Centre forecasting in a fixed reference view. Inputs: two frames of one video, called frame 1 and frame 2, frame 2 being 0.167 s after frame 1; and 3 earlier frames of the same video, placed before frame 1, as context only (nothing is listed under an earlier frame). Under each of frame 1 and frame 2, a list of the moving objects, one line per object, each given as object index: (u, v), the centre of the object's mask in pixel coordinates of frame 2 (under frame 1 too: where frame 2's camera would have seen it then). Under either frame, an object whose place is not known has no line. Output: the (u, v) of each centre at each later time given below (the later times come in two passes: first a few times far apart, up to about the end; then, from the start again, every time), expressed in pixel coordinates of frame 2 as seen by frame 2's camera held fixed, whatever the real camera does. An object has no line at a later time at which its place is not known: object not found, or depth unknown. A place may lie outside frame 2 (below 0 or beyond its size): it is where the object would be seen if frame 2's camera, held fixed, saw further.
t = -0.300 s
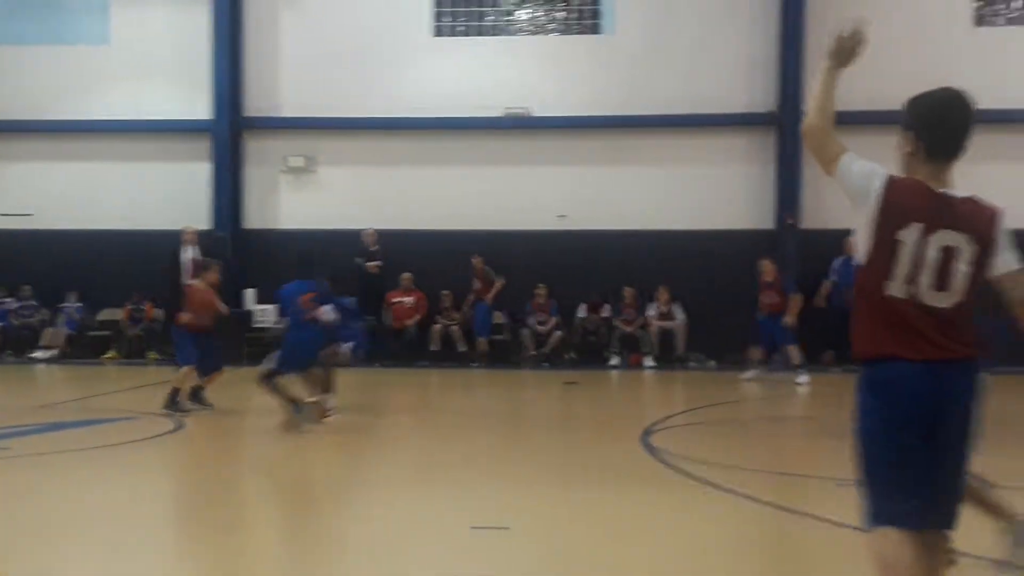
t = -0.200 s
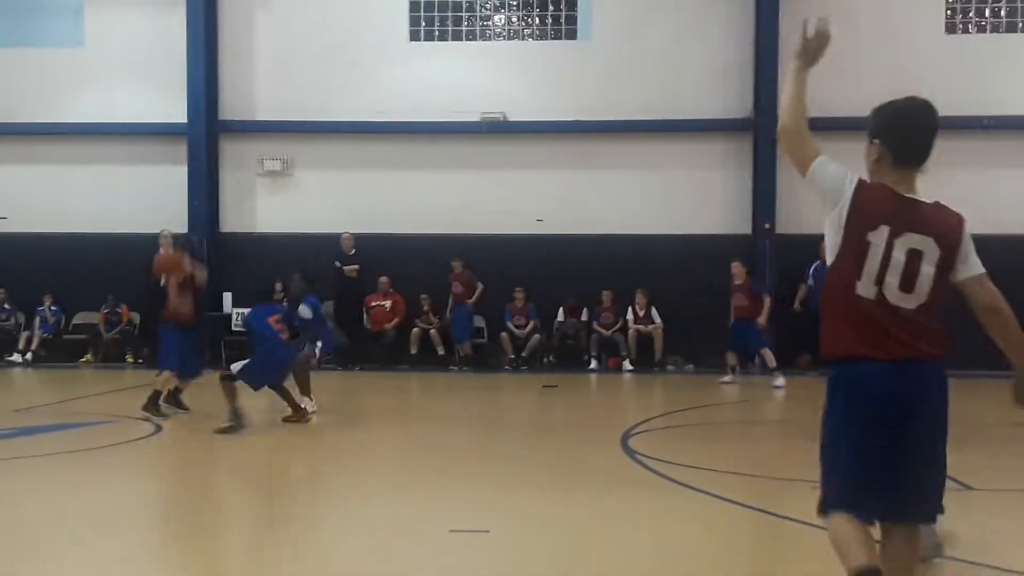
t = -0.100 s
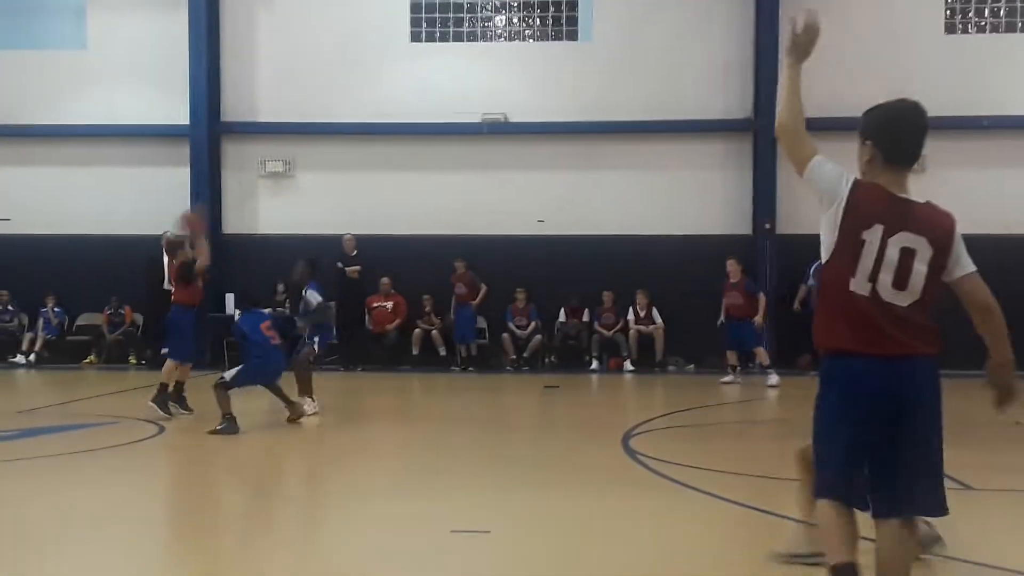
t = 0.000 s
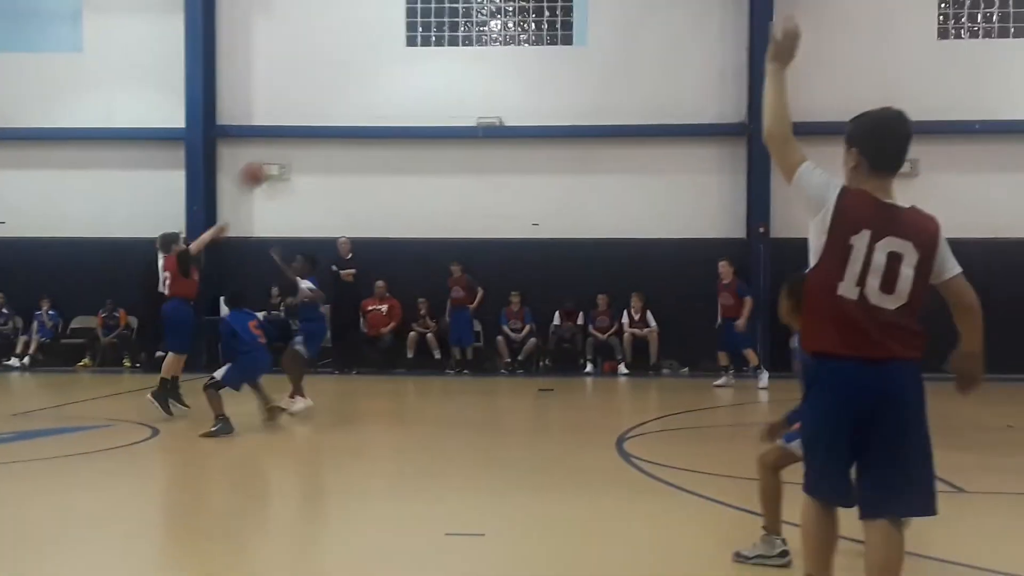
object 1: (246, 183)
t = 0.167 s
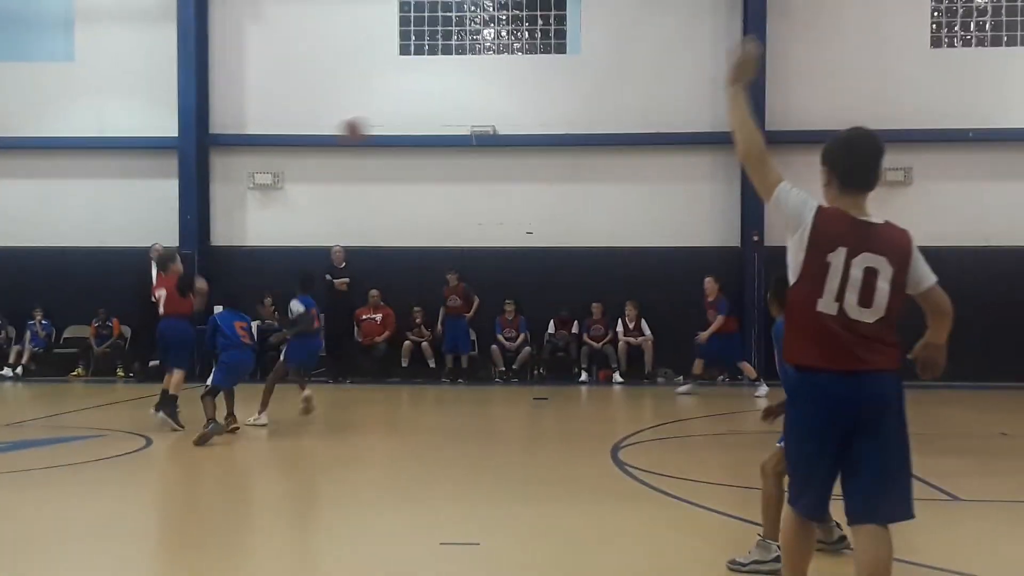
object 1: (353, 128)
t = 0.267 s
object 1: (409, 114)
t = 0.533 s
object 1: (535, 122)
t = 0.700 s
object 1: (606, 157)
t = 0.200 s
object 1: (373, 123)
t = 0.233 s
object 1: (392, 118)
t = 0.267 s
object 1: (409, 114)
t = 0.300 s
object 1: (426, 112)
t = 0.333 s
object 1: (442, 110)
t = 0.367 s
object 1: (459, 109)
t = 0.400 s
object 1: (476, 110)
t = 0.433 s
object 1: (491, 111)
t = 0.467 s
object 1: (506, 114)
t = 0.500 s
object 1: (520, 117)
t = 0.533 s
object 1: (535, 122)
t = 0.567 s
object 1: (549, 125)
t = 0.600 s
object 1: (565, 131)
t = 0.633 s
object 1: (579, 140)
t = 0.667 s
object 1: (590, 145)
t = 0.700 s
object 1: (606, 157)
